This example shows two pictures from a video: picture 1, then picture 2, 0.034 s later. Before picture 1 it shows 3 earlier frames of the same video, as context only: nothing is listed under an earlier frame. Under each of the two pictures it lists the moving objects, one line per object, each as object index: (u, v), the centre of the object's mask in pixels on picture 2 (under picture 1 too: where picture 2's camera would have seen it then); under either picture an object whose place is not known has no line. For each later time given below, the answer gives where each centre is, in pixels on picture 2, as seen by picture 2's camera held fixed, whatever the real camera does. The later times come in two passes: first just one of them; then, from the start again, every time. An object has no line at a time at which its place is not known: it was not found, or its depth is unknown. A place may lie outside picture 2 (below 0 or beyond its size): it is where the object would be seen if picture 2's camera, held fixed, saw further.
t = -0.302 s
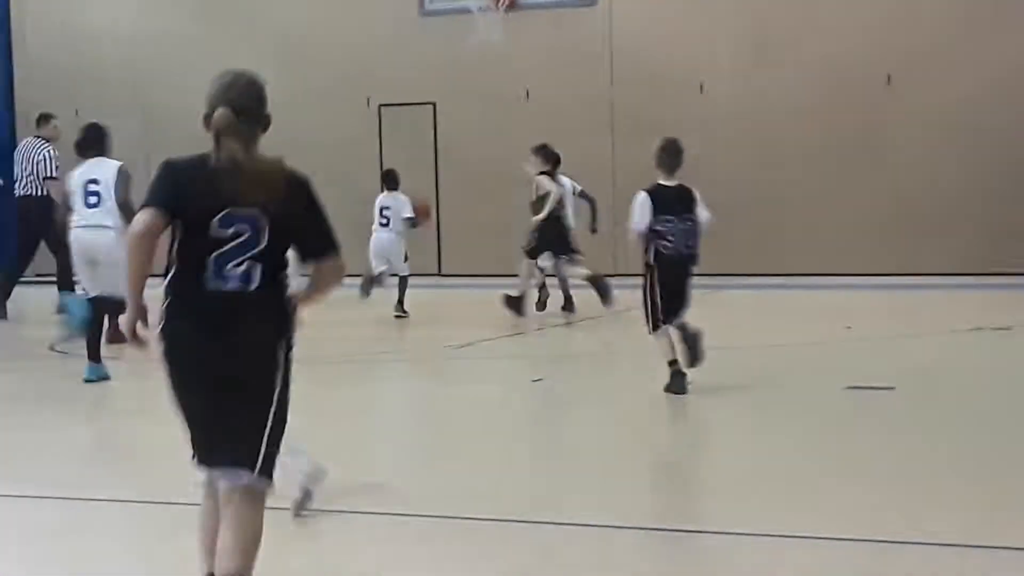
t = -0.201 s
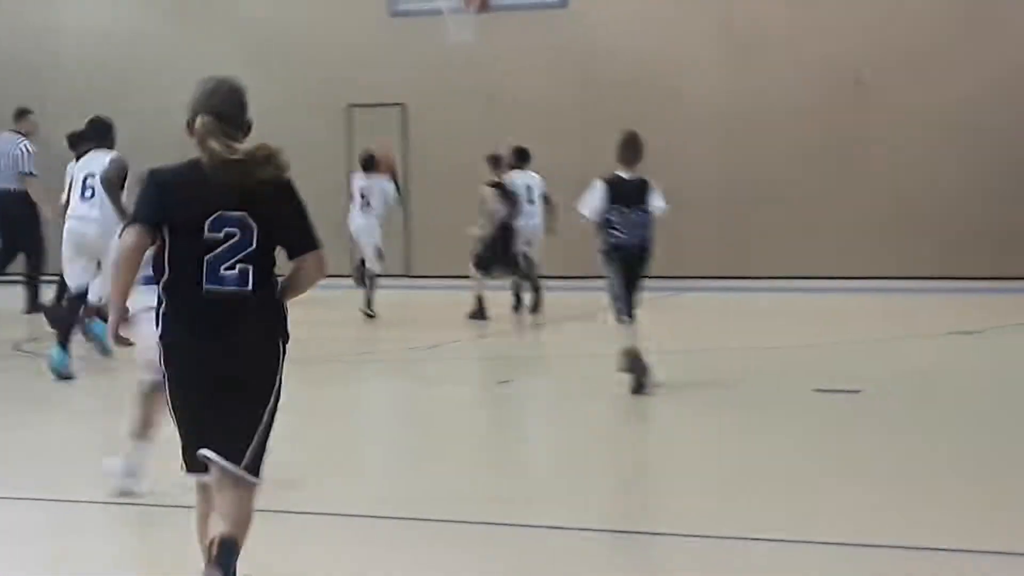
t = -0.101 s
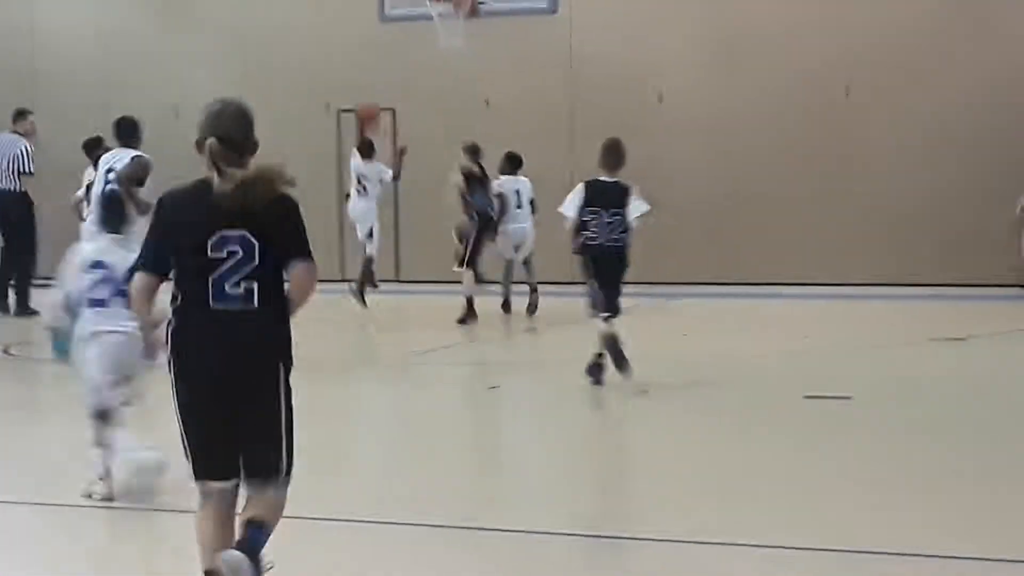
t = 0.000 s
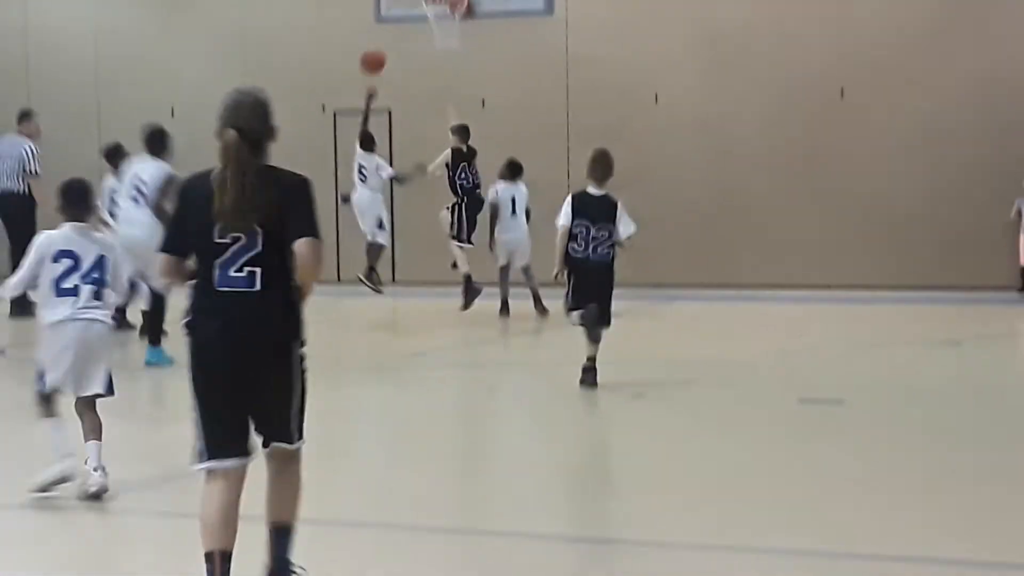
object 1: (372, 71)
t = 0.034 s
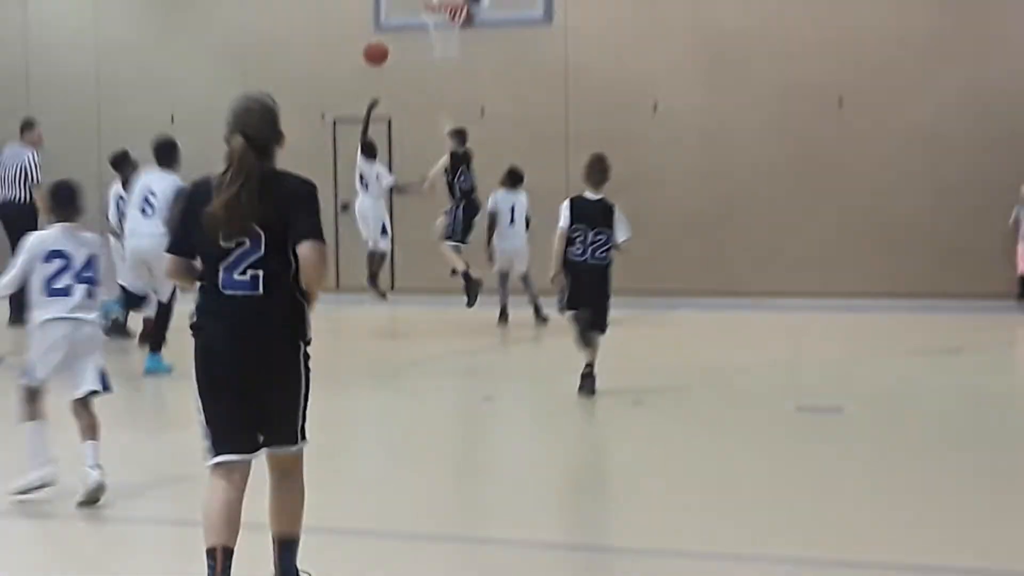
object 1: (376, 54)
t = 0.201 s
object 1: (394, -10)
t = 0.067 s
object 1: (379, 40)
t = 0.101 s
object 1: (382, 25)
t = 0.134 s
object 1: (386, 12)
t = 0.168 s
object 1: (389, 1)
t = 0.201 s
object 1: (394, -10)
